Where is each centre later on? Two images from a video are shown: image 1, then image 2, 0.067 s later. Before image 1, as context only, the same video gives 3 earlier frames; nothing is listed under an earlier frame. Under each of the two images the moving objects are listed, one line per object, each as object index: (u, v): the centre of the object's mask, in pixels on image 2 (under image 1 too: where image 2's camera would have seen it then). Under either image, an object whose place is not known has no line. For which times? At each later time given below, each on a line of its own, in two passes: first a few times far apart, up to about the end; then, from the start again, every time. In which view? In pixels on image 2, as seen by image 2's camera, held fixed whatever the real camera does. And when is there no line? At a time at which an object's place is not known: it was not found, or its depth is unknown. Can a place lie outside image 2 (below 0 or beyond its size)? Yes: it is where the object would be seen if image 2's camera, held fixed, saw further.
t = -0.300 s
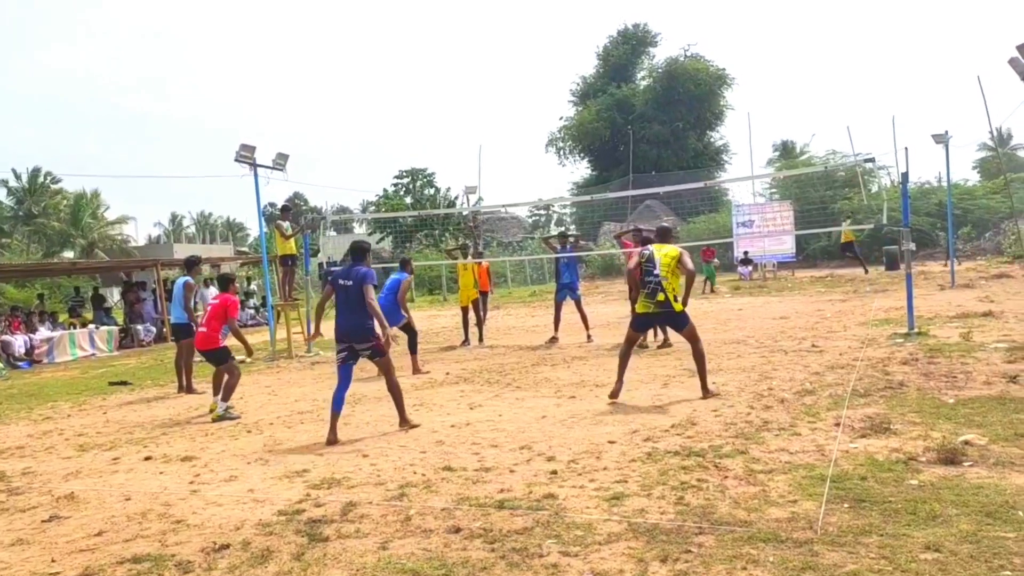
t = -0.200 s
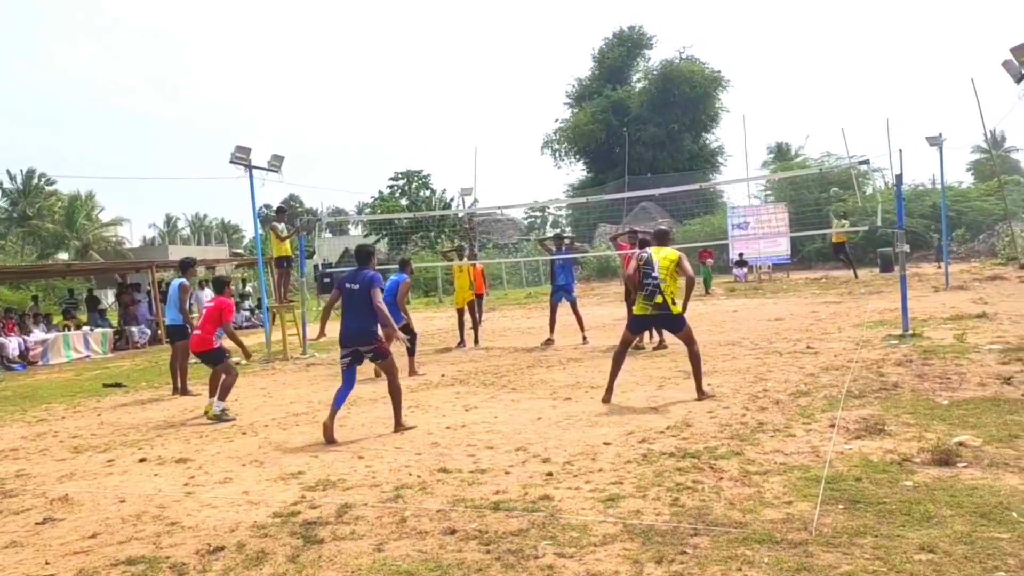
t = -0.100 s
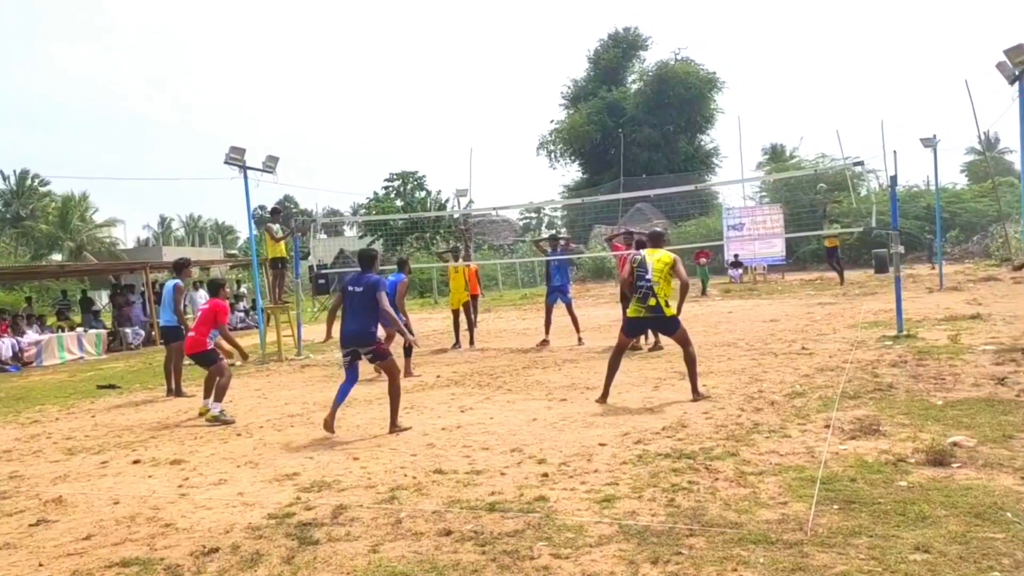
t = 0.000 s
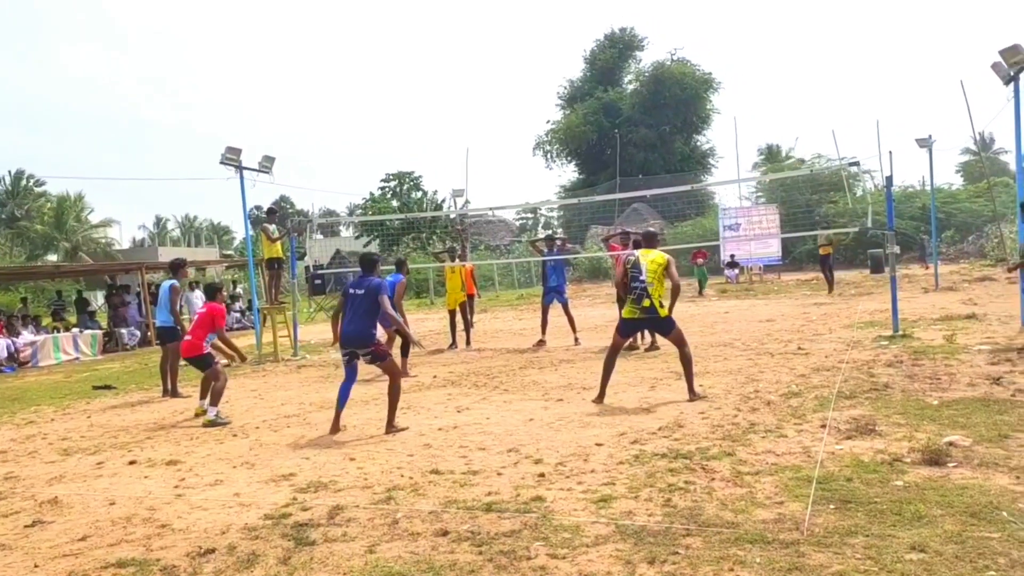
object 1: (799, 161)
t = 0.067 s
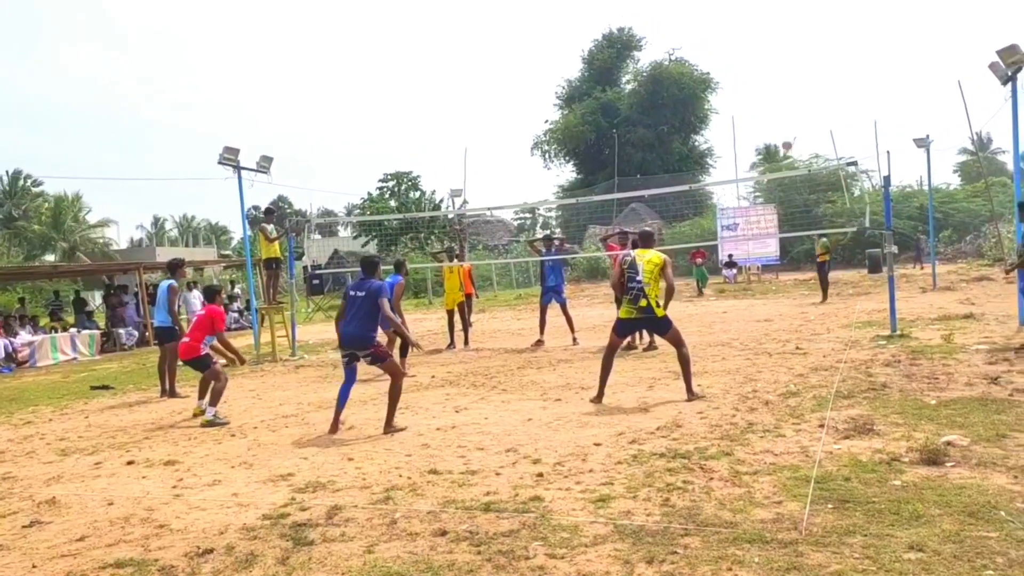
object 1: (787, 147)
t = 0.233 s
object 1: (755, 115)
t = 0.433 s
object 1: (715, 101)
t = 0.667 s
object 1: (660, 120)
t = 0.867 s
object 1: (607, 182)
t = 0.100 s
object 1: (780, 138)
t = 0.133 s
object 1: (774, 132)
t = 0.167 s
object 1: (768, 126)
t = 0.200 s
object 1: (762, 120)
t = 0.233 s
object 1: (755, 115)
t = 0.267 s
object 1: (749, 111)
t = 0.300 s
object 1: (742, 108)
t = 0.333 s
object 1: (736, 105)
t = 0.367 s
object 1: (729, 103)
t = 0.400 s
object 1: (722, 102)
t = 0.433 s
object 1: (715, 101)
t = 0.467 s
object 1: (708, 101)
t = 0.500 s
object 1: (700, 102)
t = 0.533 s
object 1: (692, 104)
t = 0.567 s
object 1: (685, 106)
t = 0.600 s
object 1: (677, 110)
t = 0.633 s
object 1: (668, 115)
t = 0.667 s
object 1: (660, 120)
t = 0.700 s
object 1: (652, 128)
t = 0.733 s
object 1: (643, 136)
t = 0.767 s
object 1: (634, 145)
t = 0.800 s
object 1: (625, 156)
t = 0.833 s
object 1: (616, 168)
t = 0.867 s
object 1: (607, 182)
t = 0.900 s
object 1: (597, 196)
